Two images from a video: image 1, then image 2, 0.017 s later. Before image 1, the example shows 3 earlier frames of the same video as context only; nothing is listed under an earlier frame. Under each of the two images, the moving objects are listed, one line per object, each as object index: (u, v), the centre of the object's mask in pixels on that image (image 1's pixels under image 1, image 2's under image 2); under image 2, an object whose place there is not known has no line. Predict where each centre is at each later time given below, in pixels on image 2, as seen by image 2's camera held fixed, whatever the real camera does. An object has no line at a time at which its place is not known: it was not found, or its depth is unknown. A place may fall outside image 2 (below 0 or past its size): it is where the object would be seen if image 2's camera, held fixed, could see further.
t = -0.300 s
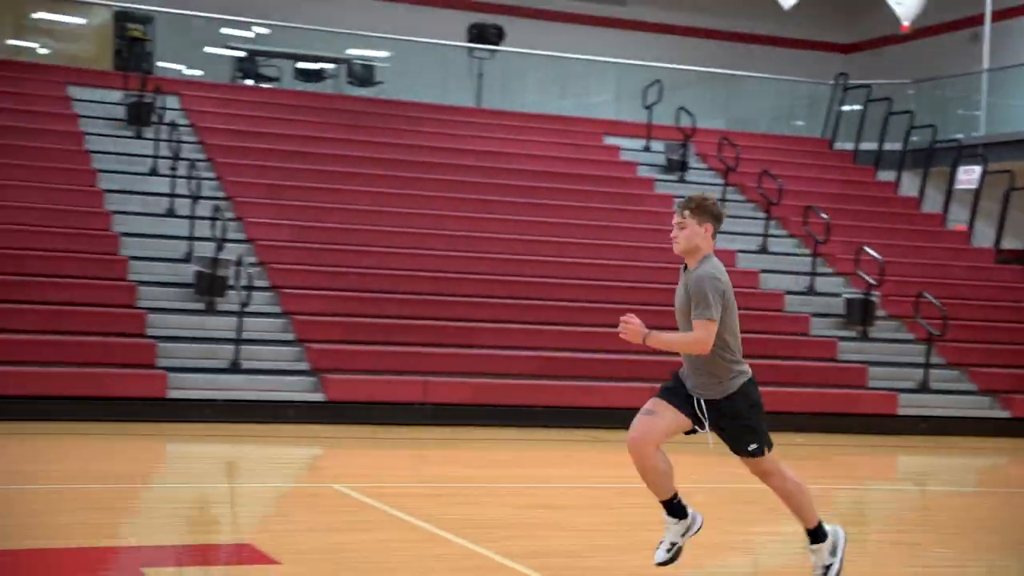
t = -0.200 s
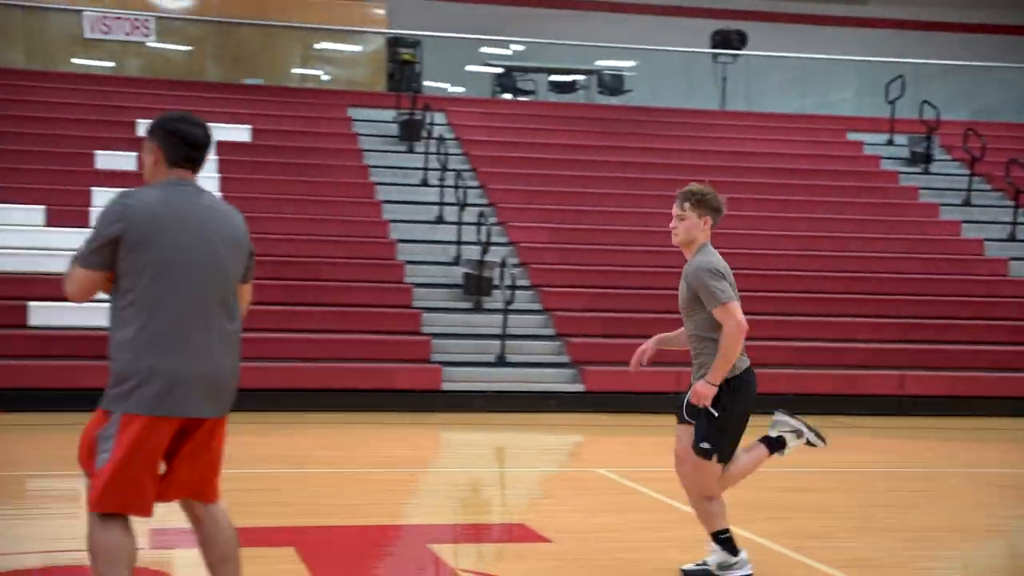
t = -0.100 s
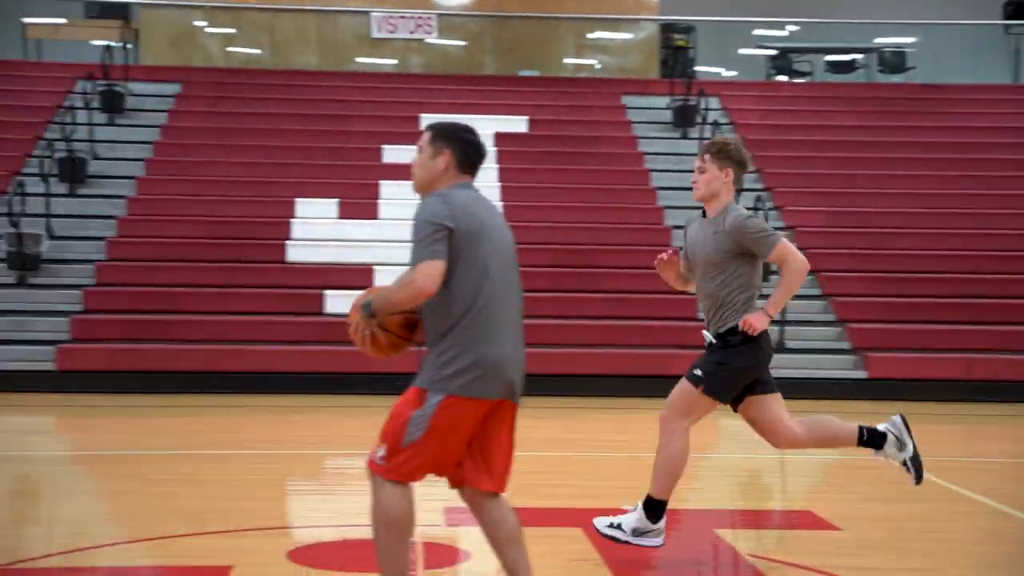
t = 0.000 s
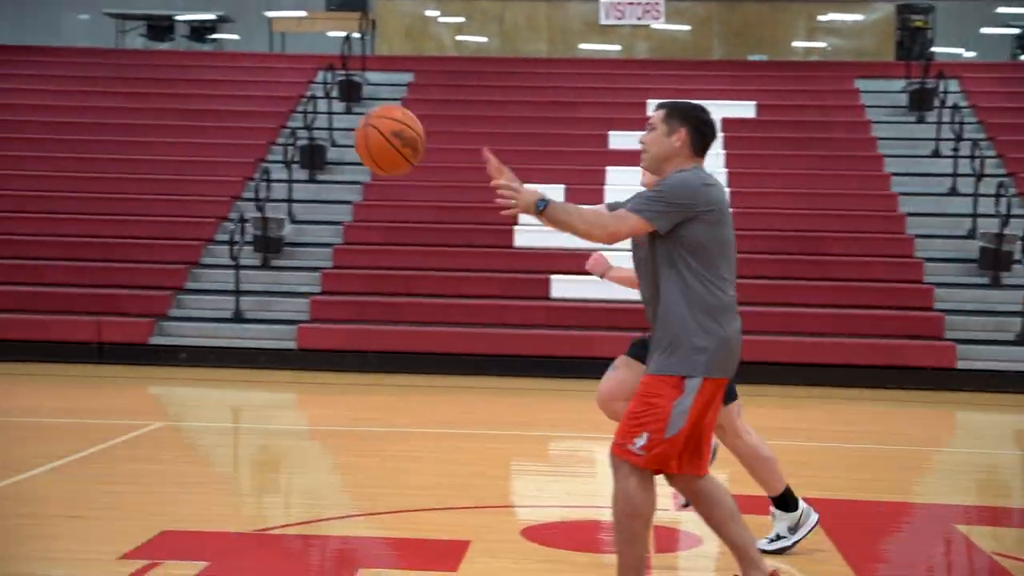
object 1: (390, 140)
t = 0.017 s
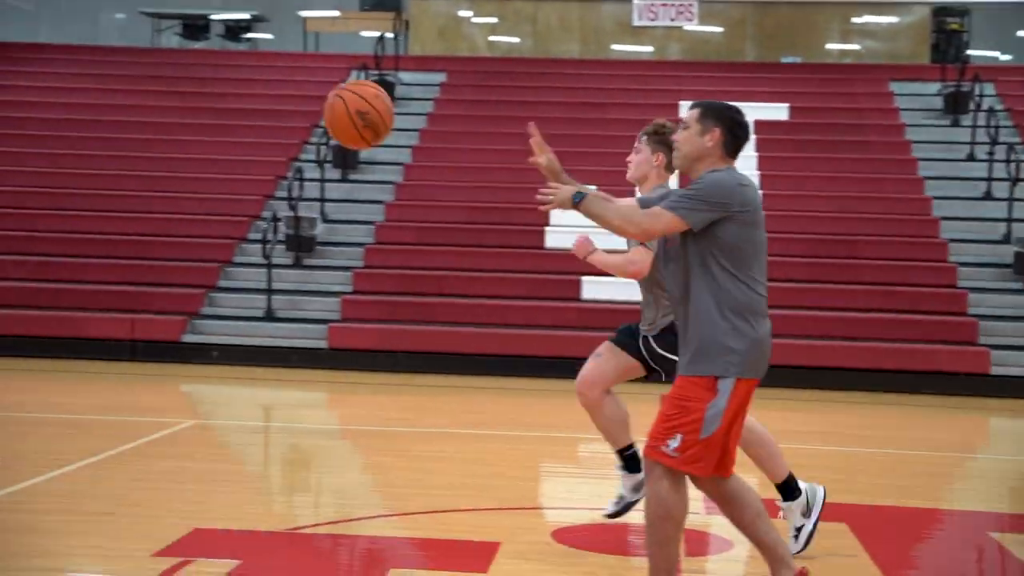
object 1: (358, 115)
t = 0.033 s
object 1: (294, 93)
